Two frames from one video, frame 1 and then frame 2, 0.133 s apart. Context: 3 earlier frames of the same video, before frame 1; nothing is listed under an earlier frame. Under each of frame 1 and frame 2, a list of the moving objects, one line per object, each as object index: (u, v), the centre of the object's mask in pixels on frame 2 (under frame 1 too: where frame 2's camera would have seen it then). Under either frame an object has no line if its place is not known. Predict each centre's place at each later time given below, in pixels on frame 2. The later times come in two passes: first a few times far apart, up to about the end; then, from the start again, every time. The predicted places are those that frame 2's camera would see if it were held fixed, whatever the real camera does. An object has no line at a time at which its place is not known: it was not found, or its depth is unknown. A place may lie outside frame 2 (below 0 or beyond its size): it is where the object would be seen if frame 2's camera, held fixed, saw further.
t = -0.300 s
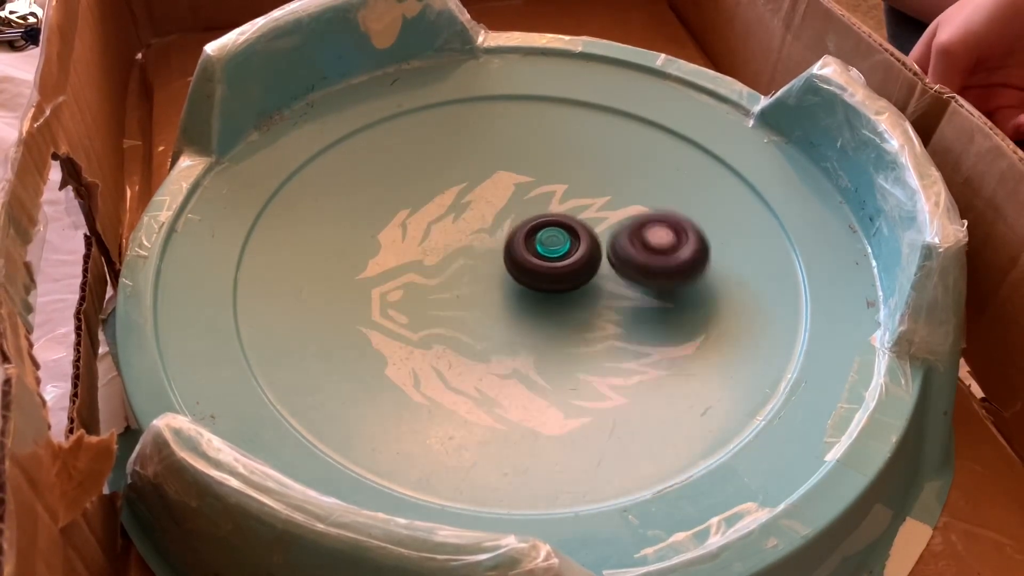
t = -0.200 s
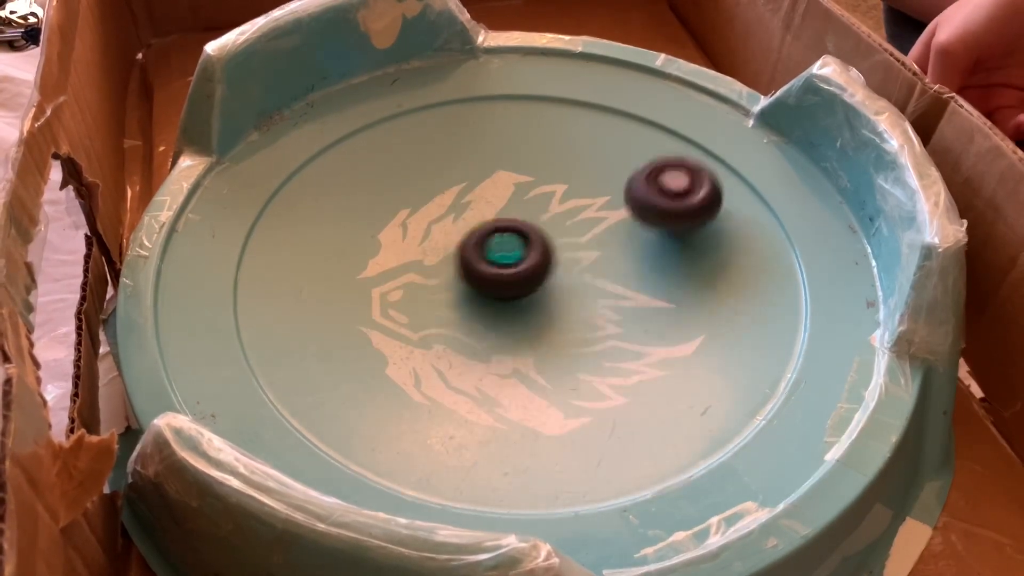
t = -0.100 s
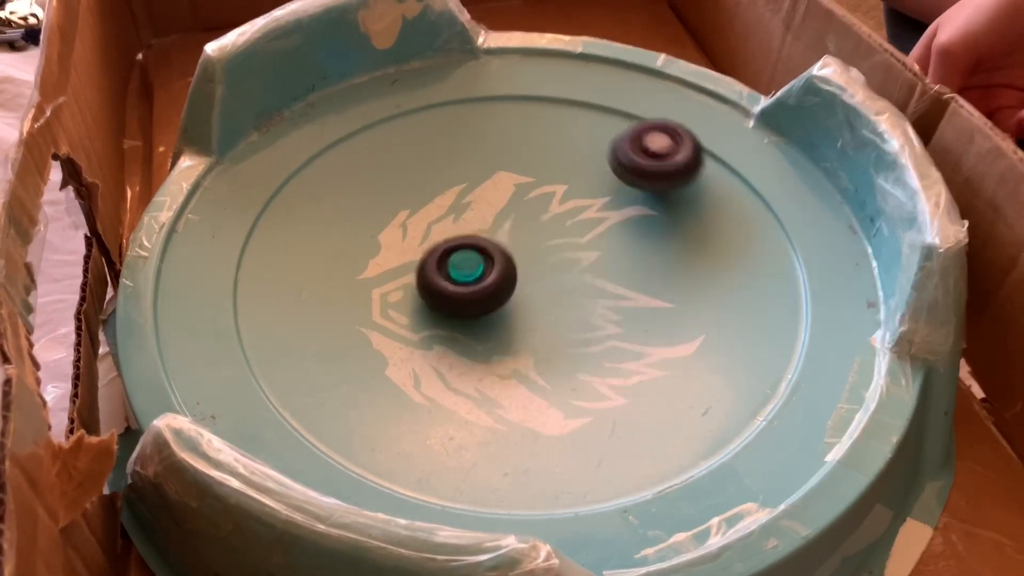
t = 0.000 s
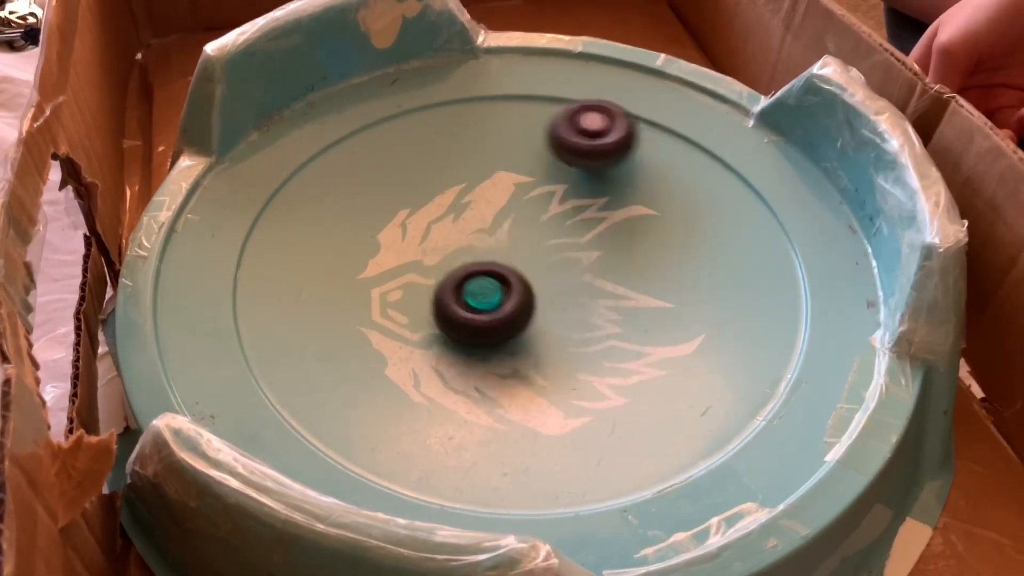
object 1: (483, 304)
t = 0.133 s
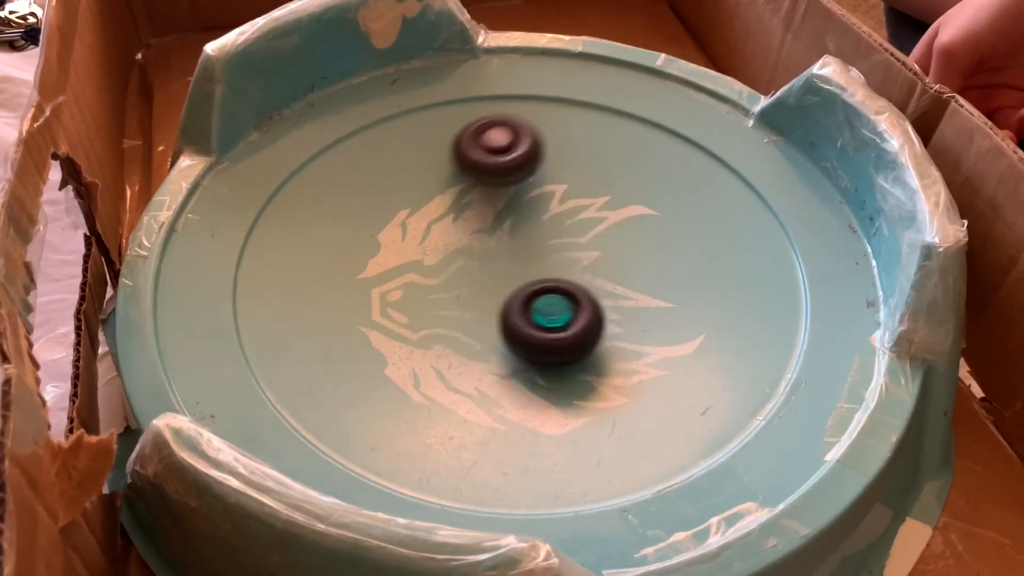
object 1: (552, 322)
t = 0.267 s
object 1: (607, 303)
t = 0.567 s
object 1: (602, 248)
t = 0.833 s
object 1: (551, 256)
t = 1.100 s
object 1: (542, 289)
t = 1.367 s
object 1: (574, 423)
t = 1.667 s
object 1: (571, 226)
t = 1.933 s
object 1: (492, 241)
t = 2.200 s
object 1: (476, 289)
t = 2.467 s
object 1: (516, 312)
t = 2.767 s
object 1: (429, 481)
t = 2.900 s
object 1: (475, 422)
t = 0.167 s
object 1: (569, 321)
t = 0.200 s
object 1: (584, 317)
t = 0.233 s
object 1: (597, 311)
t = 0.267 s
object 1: (607, 303)
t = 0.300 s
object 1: (616, 295)
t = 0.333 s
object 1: (621, 285)
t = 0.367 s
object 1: (623, 277)
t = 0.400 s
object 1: (622, 270)
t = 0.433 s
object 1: (620, 263)
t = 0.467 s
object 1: (616, 258)
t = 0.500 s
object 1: (612, 254)
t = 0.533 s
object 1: (608, 251)
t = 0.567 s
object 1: (602, 248)
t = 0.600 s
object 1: (596, 246)
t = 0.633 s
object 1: (588, 245)
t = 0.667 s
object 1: (581, 246)
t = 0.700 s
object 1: (575, 247)
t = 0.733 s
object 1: (569, 247)
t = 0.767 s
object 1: (561, 248)
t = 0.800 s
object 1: (555, 251)
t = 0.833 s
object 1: (551, 256)
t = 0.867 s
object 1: (549, 261)
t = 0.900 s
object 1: (546, 265)
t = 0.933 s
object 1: (543, 270)
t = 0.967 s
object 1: (541, 274)
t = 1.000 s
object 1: (541, 278)
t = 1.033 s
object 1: (541, 282)
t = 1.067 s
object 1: (541, 285)
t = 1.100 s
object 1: (542, 289)
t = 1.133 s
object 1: (540, 331)
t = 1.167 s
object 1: (534, 400)
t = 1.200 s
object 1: (528, 457)
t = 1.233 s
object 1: (528, 495)
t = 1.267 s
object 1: (538, 477)
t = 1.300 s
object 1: (551, 459)
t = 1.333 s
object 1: (562, 457)
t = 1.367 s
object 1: (574, 423)
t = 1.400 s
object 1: (584, 395)
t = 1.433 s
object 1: (592, 368)
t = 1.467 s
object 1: (599, 337)
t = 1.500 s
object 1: (603, 309)
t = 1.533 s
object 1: (604, 285)
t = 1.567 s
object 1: (600, 264)
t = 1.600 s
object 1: (594, 247)
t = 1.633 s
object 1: (583, 234)
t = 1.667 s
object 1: (571, 226)
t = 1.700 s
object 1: (558, 223)
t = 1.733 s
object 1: (547, 223)
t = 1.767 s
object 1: (535, 224)
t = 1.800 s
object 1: (525, 226)
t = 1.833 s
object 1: (517, 229)
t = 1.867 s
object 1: (508, 232)
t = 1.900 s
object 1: (499, 236)
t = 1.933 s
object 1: (492, 241)
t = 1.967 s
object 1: (486, 246)
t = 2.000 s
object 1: (481, 251)
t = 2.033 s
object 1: (476, 258)
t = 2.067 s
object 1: (474, 264)
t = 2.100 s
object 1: (473, 270)
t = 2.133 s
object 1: (472, 277)
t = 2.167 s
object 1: (473, 283)
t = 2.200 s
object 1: (476, 289)
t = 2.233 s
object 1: (478, 294)
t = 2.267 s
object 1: (482, 299)
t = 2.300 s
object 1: (486, 303)
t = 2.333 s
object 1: (492, 306)
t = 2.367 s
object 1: (498, 309)
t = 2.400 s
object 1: (503, 311)
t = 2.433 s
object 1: (509, 312)
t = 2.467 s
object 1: (516, 312)
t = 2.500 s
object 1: (522, 312)
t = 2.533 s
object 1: (527, 311)
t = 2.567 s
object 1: (532, 310)
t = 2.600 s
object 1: (537, 308)
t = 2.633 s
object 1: (531, 322)
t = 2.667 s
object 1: (504, 375)
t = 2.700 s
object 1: (475, 418)
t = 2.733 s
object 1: (445, 470)
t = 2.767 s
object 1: (429, 481)
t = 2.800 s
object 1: (435, 468)
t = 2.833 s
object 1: (444, 464)
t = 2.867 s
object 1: (459, 441)
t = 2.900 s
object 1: (475, 422)
